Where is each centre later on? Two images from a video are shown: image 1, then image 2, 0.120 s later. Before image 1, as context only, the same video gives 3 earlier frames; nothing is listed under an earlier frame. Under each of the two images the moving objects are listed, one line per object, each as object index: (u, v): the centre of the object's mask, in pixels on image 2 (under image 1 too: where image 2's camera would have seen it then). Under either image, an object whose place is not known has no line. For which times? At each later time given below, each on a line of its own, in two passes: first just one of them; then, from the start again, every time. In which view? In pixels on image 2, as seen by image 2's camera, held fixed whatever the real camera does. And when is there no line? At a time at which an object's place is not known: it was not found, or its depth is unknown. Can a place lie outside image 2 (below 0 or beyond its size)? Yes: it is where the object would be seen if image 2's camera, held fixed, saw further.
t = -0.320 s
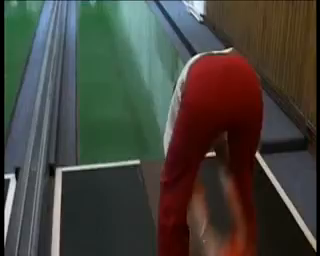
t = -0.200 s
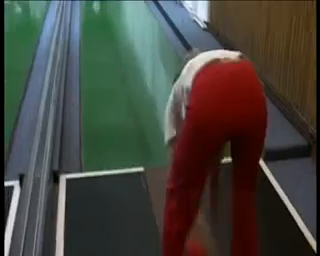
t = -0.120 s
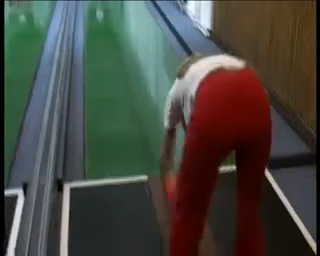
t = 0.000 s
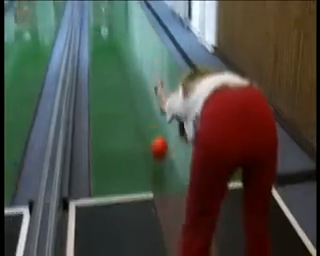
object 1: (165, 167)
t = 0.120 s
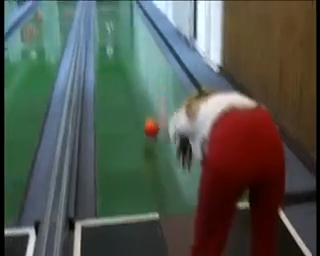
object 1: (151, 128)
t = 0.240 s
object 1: (142, 103)
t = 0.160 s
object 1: (148, 116)
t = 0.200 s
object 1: (145, 108)
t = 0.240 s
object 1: (142, 103)
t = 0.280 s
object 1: (140, 95)
